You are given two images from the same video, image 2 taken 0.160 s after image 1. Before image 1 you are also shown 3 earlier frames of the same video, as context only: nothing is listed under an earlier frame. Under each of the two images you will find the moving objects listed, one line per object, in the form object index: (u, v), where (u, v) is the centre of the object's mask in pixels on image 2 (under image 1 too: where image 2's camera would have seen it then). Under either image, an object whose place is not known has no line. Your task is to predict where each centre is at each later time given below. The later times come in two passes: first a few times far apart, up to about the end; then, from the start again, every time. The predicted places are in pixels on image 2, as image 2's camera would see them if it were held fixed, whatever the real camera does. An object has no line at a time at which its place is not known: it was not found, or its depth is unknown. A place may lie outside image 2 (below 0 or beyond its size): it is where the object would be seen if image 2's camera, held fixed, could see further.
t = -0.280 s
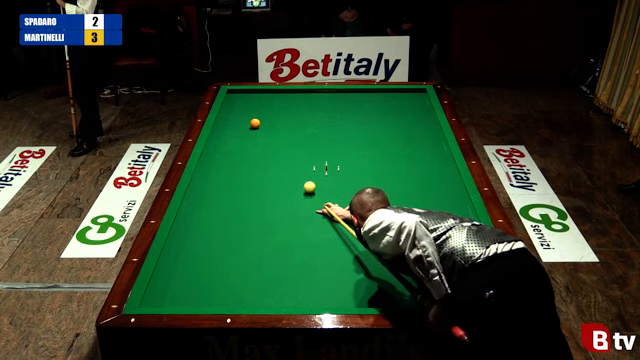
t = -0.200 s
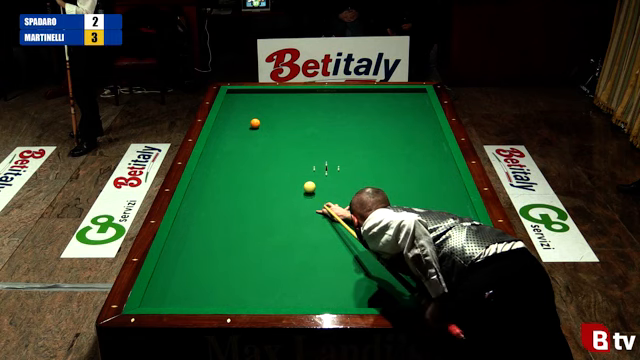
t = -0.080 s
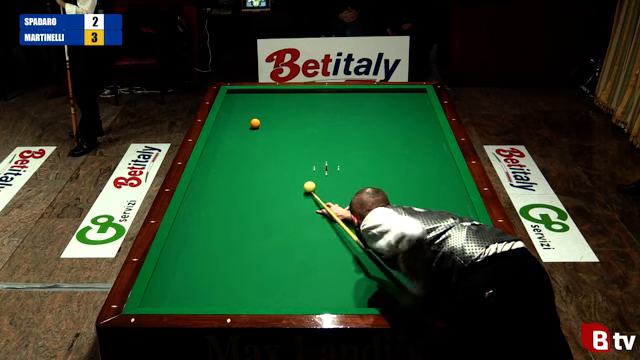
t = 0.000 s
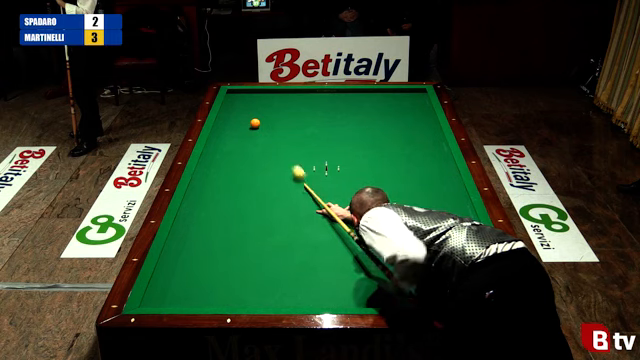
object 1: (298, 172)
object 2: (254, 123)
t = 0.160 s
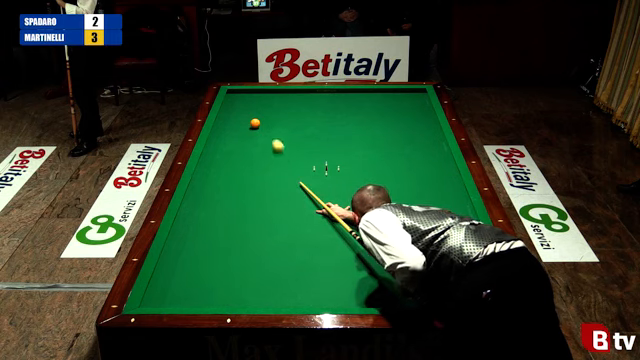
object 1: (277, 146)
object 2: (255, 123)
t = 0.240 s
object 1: (269, 135)
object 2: (254, 123)
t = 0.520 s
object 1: (279, 120)
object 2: (224, 110)
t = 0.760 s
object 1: (296, 115)
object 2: (251, 102)
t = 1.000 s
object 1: (312, 111)
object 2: (274, 94)
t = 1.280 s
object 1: (330, 107)
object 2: (299, 94)
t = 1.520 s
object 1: (344, 104)
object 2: (321, 98)
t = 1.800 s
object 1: (360, 100)
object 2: (346, 103)
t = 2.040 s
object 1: (373, 96)
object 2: (369, 107)
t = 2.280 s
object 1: (386, 93)
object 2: (392, 112)
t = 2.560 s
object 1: (399, 90)
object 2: (419, 118)
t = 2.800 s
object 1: (410, 91)
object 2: (429, 123)
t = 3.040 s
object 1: (420, 92)
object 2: (418, 128)
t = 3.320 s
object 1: (418, 94)
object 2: (405, 135)
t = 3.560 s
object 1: (413, 96)
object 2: (394, 140)
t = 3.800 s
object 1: (409, 98)
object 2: (383, 146)
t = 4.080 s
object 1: (404, 100)
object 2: (369, 153)
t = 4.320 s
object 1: (399, 101)
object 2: (357, 159)
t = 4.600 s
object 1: (395, 103)
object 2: (344, 166)
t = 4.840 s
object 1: (391, 104)
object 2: (332, 172)
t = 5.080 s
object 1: (387, 106)
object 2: (319, 179)
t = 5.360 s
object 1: (383, 107)
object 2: (305, 186)
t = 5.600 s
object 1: (380, 108)
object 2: (293, 193)
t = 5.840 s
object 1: (377, 110)
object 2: (280, 199)
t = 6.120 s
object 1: (373, 111)
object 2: (265, 207)
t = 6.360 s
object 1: (370, 112)
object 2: (252, 213)
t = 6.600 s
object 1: (368, 113)
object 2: (240, 220)
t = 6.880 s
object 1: (365, 114)
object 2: (224, 228)
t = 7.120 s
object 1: (363, 114)
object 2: (212, 235)
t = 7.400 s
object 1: (361, 116)
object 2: (197, 242)
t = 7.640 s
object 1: (359, 116)
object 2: (184, 249)
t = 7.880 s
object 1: (358, 117)
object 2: (172, 256)
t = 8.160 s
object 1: (356, 117)
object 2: (167, 262)
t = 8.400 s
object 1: (355, 117)
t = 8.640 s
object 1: (355, 117)
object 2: (174, 272)
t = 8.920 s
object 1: (354, 118)
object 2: (178, 277)
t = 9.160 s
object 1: (354, 118)
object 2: (181, 282)
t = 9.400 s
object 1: (354, 118)
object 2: (184, 286)
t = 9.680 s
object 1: (354, 118)
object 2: (187, 290)
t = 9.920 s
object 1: (354, 118)
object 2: (190, 294)
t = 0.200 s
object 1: (273, 140)
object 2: (254, 123)
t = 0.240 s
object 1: (269, 135)
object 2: (254, 123)
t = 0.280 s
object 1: (265, 130)
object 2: (255, 123)
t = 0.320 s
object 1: (262, 126)
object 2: (253, 123)
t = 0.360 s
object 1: (265, 124)
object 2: (247, 120)
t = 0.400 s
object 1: (269, 123)
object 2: (241, 117)
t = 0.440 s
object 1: (273, 121)
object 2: (234, 115)
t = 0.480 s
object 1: (276, 120)
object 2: (228, 113)
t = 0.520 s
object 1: (279, 120)
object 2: (224, 110)
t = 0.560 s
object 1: (282, 119)
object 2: (228, 109)
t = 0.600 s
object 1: (285, 118)
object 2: (234, 107)
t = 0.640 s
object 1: (288, 117)
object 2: (239, 106)
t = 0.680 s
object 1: (290, 117)
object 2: (243, 104)
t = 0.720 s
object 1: (293, 116)
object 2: (247, 103)
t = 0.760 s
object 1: (296, 115)
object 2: (251, 102)
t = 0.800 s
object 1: (299, 115)
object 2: (255, 100)
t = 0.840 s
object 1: (302, 114)
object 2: (259, 99)
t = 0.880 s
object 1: (304, 113)
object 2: (263, 98)
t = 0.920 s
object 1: (307, 113)
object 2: (267, 96)
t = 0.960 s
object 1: (309, 112)
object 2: (270, 95)
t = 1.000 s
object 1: (312, 111)
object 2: (274, 94)
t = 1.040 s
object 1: (315, 111)
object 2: (278, 92)
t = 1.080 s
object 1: (317, 110)
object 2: (281, 91)
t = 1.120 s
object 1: (320, 110)
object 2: (285, 90)
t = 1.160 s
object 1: (322, 109)
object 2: (288, 91)
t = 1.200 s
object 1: (325, 108)
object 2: (292, 92)
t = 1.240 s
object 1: (327, 108)
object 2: (296, 93)
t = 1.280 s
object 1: (330, 107)
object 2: (299, 94)
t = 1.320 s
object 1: (332, 107)
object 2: (303, 94)
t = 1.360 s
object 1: (335, 106)
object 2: (306, 95)
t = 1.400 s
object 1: (337, 105)
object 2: (310, 96)
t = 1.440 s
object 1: (340, 105)
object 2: (313, 96)
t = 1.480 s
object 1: (342, 104)
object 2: (317, 97)
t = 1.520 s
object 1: (344, 104)
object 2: (321, 98)
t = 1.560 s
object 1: (347, 103)
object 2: (324, 99)
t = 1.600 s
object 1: (349, 103)
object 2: (328, 99)
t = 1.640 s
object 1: (351, 102)
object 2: (331, 100)
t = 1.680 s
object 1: (353, 102)
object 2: (335, 101)
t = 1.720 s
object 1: (356, 101)
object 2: (339, 102)
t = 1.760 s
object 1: (358, 100)
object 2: (343, 102)
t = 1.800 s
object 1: (360, 100)
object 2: (346, 103)
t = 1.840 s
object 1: (363, 99)
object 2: (350, 104)
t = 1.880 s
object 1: (365, 99)
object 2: (353, 104)
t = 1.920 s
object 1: (367, 98)
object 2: (357, 105)
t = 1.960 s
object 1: (369, 98)
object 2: (361, 106)
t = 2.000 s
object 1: (371, 97)
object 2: (365, 107)
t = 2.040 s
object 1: (373, 96)
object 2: (369, 107)
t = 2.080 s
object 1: (375, 96)
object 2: (372, 108)
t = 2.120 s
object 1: (377, 96)
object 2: (376, 109)
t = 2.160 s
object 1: (379, 95)
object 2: (380, 109)
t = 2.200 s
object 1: (382, 95)
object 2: (384, 110)
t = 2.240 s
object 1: (384, 94)
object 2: (387, 111)
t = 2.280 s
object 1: (386, 93)
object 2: (392, 112)
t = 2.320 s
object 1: (387, 93)
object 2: (395, 113)
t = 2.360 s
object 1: (390, 93)
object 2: (399, 114)
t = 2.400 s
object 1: (391, 92)
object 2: (403, 115)
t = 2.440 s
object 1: (393, 92)
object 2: (407, 115)
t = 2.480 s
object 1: (395, 91)
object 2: (411, 116)
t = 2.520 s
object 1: (397, 91)
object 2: (415, 117)
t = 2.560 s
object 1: (399, 90)
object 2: (419, 118)
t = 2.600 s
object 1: (401, 90)
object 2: (423, 119)
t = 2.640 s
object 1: (403, 90)
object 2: (426, 119)
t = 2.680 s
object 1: (405, 90)
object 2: (430, 120)
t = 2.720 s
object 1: (406, 90)
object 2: (433, 121)
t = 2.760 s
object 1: (408, 91)
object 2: (431, 122)
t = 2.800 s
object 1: (410, 91)
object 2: (429, 123)
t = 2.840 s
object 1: (411, 91)
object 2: (427, 124)
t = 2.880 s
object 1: (413, 91)
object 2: (425, 125)
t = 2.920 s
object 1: (415, 92)
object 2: (423, 125)
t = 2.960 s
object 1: (417, 92)
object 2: (422, 126)
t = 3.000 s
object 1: (419, 92)
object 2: (420, 127)
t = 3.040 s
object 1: (420, 92)
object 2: (418, 128)
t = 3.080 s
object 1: (422, 93)
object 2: (416, 129)
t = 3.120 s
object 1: (422, 93)
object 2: (414, 130)
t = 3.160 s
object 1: (421, 93)
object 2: (412, 131)
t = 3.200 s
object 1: (420, 94)
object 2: (411, 132)
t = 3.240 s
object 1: (420, 94)
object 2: (409, 133)
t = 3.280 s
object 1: (419, 94)
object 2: (407, 134)
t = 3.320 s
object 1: (418, 94)
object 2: (405, 135)
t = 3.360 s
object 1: (417, 94)
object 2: (404, 136)
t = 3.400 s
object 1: (417, 95)
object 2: (401, 137)
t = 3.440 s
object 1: (416, 95)
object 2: (400, 137)
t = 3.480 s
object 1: (415, 95)
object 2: (398, 138)
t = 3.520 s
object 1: (414, 96)
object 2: (396, 139)
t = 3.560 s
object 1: (413, 96)
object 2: (394, 140)
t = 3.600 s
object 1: (413, 96)
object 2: (392, 141)
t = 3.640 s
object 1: (412, 96)
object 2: (390, 142)
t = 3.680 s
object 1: (411, 97)
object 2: (388, 143)
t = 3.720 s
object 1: (410, 97)
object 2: (386, 144)
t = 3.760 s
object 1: (410, 97)
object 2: (385, 145)
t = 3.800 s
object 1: (409, 98)
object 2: (383, 146)
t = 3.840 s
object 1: (408, 98)
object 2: (381, 147)
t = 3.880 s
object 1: (407, 98)
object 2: (379, 148)
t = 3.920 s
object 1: (407, 99)
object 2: (377, 149)
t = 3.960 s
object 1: (406, 99)
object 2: (375, 150)
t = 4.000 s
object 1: (405, 99)
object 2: (373, 151)
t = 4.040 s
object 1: (404, 99)
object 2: (371, 152)
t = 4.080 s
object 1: (404, 100)
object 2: (369, 153)
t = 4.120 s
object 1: (403, 100)
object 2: (367, 154)
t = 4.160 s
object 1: (402, 100)
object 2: (365, 155)
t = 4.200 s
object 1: (402, 100)
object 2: (363, 156)
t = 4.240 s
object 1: (401, 101)
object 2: (361, 157)
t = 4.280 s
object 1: (400, 101)
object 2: (359, 158)
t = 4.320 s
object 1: (399, 101)
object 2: (357, 159)
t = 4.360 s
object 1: (399, 101)
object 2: (355, 160)
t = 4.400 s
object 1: (398, 102)
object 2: (354, 161)
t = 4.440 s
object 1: (398, 102)
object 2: (351, 162)
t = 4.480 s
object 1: (397, 102)
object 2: (349, 163)
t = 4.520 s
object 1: (396, 102)
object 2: (348, 164)
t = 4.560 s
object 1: (396, 103)
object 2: (346, 165)
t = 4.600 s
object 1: (395, 103)
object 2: (344, 166)
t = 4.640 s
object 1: (394, 103)
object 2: (342, 167)
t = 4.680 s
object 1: (393, 103)
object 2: (340, 168)
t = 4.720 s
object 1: (393, 104)
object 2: (337, 169)
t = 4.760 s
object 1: (392, 104)
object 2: (336, 170)
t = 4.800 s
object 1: (392, 104)
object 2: (334, 171)
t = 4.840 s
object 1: (391, 104)
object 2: (332, 172)
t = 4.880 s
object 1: (390, 104)
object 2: (329, 173)
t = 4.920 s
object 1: (390, 105)
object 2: (327, 174)
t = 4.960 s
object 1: (389, 105)
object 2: (325, 176)
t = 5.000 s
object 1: (388, 105)
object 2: (323, 177)
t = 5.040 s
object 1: (388, 106)
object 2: (321, 178)
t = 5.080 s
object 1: (387, 106)
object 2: (319, 179)
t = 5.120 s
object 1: (387, 106)
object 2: (317, 180)
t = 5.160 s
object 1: (386, 106)
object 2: (315, 181)
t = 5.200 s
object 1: (385, 106)
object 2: (313, 182)
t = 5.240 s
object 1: (385, 107)
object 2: (311, 183)
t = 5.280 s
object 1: (384, 107)
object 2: (309, 184)
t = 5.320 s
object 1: (383, 107)
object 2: (307, 185)
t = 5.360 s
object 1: (383, 107)
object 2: (305, 186)
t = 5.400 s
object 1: (383, 108)
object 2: (303, 187)
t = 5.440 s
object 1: (382, 108)
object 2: (301, 188)
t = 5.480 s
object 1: (381, 108)
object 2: (299, 189)
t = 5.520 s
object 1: (381, 108)
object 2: (297, 191)
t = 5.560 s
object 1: (380, 108)
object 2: (295, 191)
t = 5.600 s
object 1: (380, 108)
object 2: (293, 193)
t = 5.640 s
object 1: (379, 109)
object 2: (291, 194)
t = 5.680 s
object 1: (379, 109)
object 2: (288, 195)
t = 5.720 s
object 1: (378, 109)
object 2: (286, 196)
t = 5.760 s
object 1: (377, 109)
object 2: (284, 197)
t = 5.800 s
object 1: (377, 109)
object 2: (282, 198)
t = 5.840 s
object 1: (377, 110)
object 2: (280, 199)
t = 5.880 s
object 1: (376, 110)
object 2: (278, 200)
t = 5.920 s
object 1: (375, 110)
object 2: (276, 201)
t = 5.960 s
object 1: (375, 110)
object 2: (274, 203)
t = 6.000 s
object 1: (375, 110)
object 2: (272, 203)
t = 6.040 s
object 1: (374, 111)
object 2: (270, 204)
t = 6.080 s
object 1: (373, 111)
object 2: (267, 206)
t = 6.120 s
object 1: (373, 111)
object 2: (265, 207)
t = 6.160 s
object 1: (373, 111)
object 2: (263, 208)
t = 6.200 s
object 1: (372, 111)
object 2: (261, 209)
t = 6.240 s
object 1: (372, 111)
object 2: (259, 210)
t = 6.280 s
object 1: (371, 112)
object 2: (256, 211)
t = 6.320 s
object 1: (371, 112)
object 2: (255, 212)
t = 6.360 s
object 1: (370, 112)
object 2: (252, 213)
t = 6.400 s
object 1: (370, 112)
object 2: (250, 214)
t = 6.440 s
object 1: (369, 112)
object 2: (248, 216)
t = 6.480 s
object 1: (369, 112)
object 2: (246, 217)
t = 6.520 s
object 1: (369, 113)
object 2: (244, 218)
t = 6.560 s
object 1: (368, 113)
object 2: (242, 219)
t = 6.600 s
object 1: (368, 113)
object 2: (240, 220)
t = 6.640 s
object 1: (367, 113)
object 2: (238, 221)
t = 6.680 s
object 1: (367, 113)
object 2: (235, 222)
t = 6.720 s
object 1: (366, 113)
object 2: (233, 223)
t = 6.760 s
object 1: (366, 113)
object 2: (231, 225)
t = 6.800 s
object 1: (366, 114)
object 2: (229, 226)
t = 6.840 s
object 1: (365, 114)
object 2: (227, 227)
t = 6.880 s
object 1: (365, 114)
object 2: (224, 228)
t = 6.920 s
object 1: (365, 114)
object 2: (222, 229)
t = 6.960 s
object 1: (364, 114)
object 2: (220, 230)
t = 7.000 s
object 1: (364, 114)
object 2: (218, 231)
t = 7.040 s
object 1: (364, 114)
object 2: (216, 232)
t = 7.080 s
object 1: (363, 114)
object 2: (214, 234)
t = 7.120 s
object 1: (363, 114)
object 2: (212, 235)
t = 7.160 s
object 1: (363, 115)
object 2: (210, 236)
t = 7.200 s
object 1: (362, 115)
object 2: (208, 237)
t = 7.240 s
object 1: (362, 115)
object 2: (206, 238)
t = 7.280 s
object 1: (361, 115)
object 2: (203, 239)
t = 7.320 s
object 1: (361, 115)
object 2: (201, 240)
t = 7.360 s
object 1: (361, 115)
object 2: (199, 241)
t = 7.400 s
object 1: (361, 116)
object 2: (197, 242)
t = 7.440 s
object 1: (360, 115)
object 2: (195, 244)
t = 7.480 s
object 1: (360, 115)
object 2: (193, 245)
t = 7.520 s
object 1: (360, 115)
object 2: (190, 246)
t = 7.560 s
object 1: (359, 116)
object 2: (188, 247)
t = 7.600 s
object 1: (359, 116)
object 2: (186, 248)
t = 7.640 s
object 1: (359, 116)
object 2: (184, 249)
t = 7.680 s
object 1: (359, 116)
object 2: (182, 250)
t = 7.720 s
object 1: (359, 116)
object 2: (180, 252)
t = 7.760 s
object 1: (358, 116)
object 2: (178, 253)
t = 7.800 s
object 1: (358, 116)
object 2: (176, 254)
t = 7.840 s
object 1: (358, 116)
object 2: (174, 255)
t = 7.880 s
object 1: (358, 117)
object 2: (172, 256)
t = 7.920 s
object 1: (357, 117)
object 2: (169, 257)
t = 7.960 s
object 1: (357, 117)
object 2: (167, 258)
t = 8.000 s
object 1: (357, 117)
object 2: (166, 259)
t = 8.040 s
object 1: (357, 117)
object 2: (166, 260)
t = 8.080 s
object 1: (357, 117)
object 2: (166, 261)
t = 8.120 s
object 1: (356, 117)
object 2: (167, 262)
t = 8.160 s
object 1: (356, 117)
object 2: (167, 262)
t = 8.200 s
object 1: (356, 117)
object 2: (168, 263)
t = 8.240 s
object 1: (356, 117)
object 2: (169, 264)
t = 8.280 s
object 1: (356, 117)
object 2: (169, 265)
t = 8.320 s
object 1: (356, 117)
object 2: (169, 265)
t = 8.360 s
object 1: (356, 117)
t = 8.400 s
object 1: (355, 117)
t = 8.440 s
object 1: (355, 117)
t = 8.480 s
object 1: (355, 117)
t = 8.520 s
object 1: (355, 117)
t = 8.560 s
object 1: (355, 117)
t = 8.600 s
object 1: (355, 117)
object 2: (175, 271)
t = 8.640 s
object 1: (355, 117)
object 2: (174, 272)
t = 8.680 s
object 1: (355, 118)
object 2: (175, 272)
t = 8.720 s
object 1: (355, 118)
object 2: (176, 273)
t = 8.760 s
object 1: (355, 118)
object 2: (176, 274)
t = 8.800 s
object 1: (355, 118)
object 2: (177, 275)
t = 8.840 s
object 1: (355, 118)
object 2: (177, 276)
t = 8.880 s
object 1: (354, 118)
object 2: (178, 277)
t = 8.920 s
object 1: (354, 118)
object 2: (178, 277)
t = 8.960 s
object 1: (354, 118)
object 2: (179, 278)
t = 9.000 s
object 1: (354, 118)
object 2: (179, 279)
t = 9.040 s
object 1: (354, 118)
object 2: (180, 280)
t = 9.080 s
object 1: (354, 118)
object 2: (180, 280)
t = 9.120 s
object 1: (354, 118)
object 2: (181, 281)
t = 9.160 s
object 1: (354, 118)
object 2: (181, 282)
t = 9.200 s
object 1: (354, 118)
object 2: (182, 282)
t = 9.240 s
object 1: (354, 118)
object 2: (182, 283)
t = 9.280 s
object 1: (354, 118)
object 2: (183, 284)
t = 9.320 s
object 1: (354, 118)
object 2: (183, 284)
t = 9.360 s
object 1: (354, 118)
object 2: (184, 285)
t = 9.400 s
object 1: (354, 118)
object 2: (184, 286)
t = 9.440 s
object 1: (354, 118)
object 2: (185, 286)
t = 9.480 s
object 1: (354, 118)
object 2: (185, 287)
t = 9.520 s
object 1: (354, 118)
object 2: (185, 287)
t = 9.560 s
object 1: (354, 118)
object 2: (186, 288)
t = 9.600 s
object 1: (354, 118)
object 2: (186, 289)
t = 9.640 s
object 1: (354, 118)
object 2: (187, 290)
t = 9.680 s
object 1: (354, 118)
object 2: (187, 290)
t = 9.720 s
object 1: (354, 118)
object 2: (188, 291)
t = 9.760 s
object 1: (354, 118)
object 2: (188, 291)
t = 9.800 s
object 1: (354, 118)
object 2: (189, 292)
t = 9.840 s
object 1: (354, 118)
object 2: (189, 293)
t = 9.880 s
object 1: (354, 118)
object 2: (189, 294)
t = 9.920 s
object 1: (354, 118)
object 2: (190, 294)
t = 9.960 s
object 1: (354, 118)
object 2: (190, 295)
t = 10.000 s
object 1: (354, 118)
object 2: (191, 295)
